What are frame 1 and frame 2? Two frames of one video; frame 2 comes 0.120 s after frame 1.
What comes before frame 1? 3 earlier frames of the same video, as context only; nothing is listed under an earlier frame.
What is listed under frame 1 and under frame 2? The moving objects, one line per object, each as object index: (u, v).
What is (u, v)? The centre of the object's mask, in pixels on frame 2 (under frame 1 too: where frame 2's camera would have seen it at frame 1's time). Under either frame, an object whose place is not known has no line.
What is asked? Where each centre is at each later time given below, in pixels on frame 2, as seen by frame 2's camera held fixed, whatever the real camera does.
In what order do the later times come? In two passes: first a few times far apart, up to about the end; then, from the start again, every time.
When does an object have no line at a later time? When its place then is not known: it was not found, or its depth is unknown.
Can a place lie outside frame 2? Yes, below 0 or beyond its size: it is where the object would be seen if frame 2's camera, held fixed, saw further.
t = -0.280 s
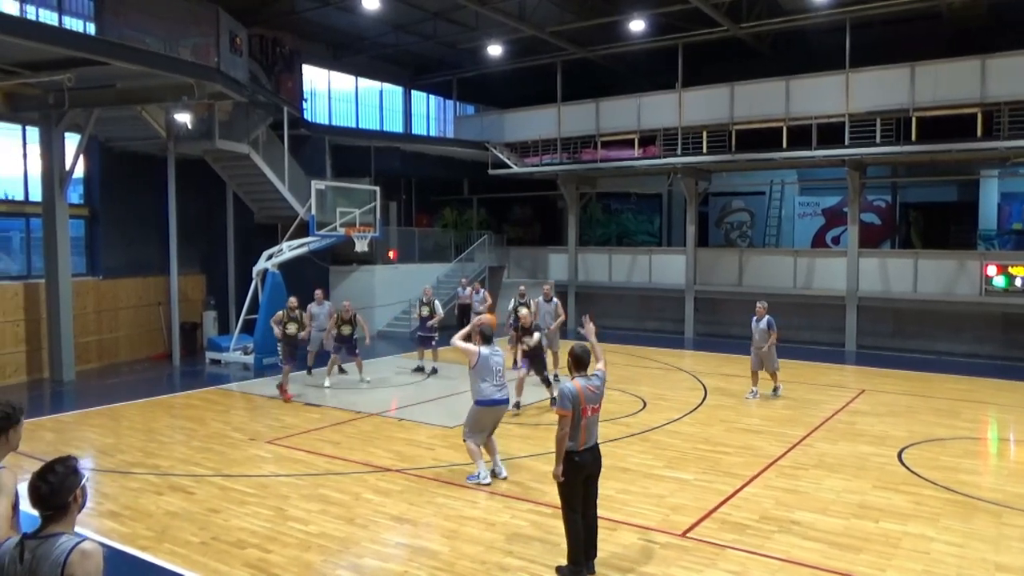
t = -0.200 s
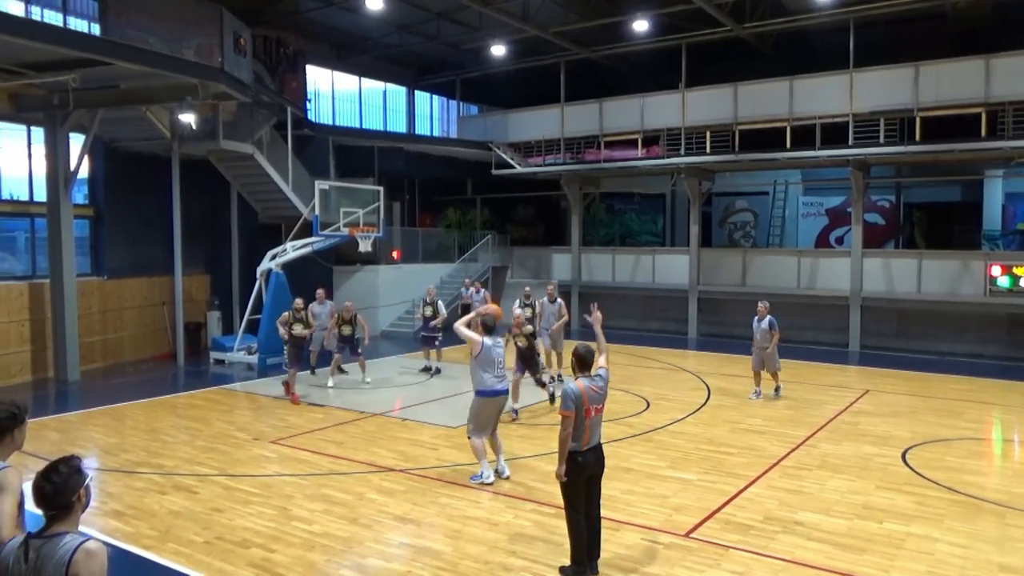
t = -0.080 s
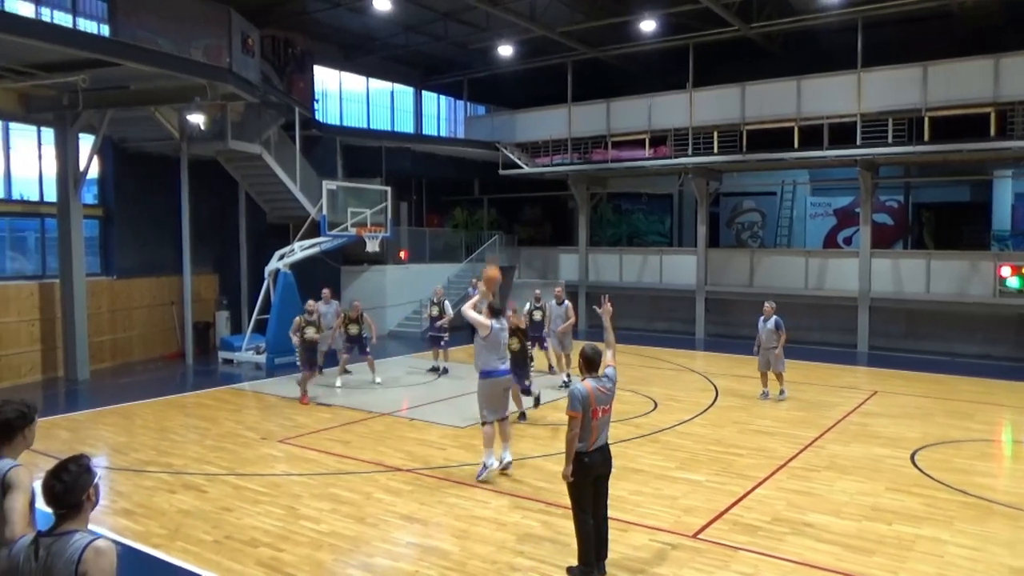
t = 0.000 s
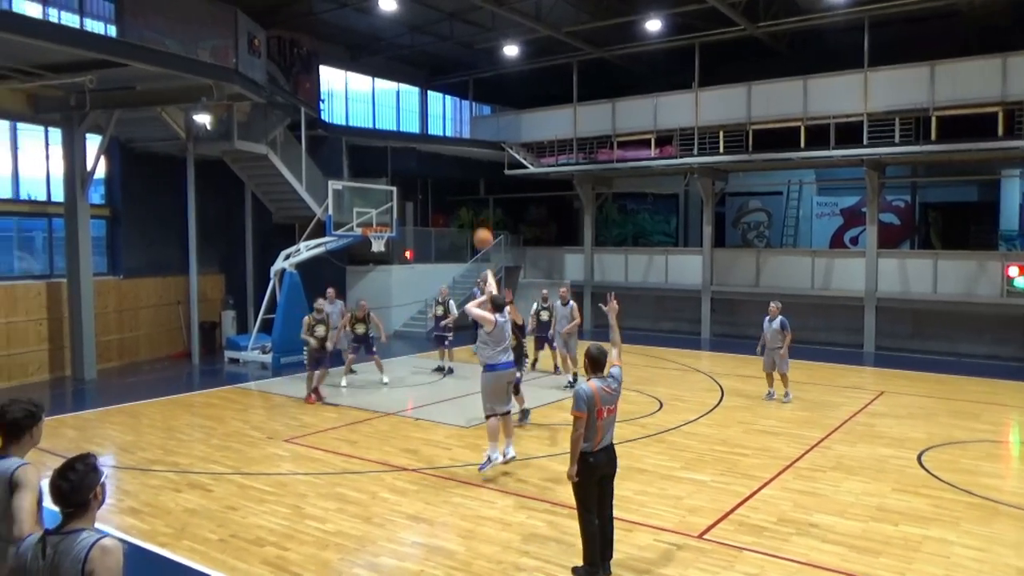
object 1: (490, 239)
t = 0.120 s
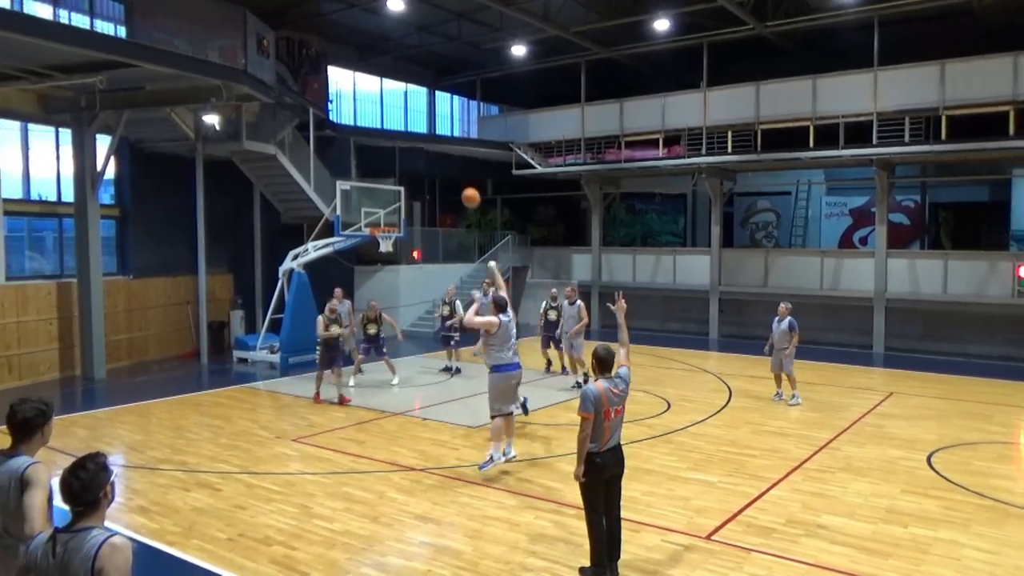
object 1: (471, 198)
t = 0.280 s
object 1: (448, 165)
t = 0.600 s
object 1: (413, 157)
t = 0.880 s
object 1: (392, 196)
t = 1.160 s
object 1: (378, 196)
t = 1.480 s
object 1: (364, 172)
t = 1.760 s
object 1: (360, 172)
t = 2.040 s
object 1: (365, 183)
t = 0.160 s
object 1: (465, 187)
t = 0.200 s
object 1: (459, 178)
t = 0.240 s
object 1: (453, 171)
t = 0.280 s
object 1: (448, 165)
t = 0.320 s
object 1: (443, 160)
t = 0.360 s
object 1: (438, 157)
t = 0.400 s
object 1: (433, 155)
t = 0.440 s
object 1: (429, 153)
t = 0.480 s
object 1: (425, 153)
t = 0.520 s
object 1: (421, 153)
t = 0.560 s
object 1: (417, 155)
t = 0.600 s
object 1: (413, 157)
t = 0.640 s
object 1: (410, 161)
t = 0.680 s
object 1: (407, 164)
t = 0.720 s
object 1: (404, 169)
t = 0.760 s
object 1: (401, 175)
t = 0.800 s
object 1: (398, 180)
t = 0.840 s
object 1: (394, 188)
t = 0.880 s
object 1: (392, 196)
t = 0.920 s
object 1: (390, 202)
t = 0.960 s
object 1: (388, 211)
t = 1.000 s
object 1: (385, 219)
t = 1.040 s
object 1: (383, 217)
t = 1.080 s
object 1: (381, 209)
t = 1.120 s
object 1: (379, 202)
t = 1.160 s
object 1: (378, 196)
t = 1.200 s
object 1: (376, 191)
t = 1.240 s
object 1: (375, 185)
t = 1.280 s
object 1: (373, 181)
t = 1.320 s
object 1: (371, 178)
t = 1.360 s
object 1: (369, 175)
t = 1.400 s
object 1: (368, 174)
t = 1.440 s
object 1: (366, 173)
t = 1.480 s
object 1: (364, 172)
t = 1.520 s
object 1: (363, 173)
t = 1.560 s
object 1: (361, 174)
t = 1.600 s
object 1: (360, 175)
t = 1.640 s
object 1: (359, 177)
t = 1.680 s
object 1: (359, 175)
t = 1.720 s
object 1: (360, 173)
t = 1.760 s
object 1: (360, 172)
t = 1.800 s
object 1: (361, 171)
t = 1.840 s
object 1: (361, 171)
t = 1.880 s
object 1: (362, 172)
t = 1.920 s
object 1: (363, 173)
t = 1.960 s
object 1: (363, 176)
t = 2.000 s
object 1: (364, 178)
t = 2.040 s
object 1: (365, 183)
